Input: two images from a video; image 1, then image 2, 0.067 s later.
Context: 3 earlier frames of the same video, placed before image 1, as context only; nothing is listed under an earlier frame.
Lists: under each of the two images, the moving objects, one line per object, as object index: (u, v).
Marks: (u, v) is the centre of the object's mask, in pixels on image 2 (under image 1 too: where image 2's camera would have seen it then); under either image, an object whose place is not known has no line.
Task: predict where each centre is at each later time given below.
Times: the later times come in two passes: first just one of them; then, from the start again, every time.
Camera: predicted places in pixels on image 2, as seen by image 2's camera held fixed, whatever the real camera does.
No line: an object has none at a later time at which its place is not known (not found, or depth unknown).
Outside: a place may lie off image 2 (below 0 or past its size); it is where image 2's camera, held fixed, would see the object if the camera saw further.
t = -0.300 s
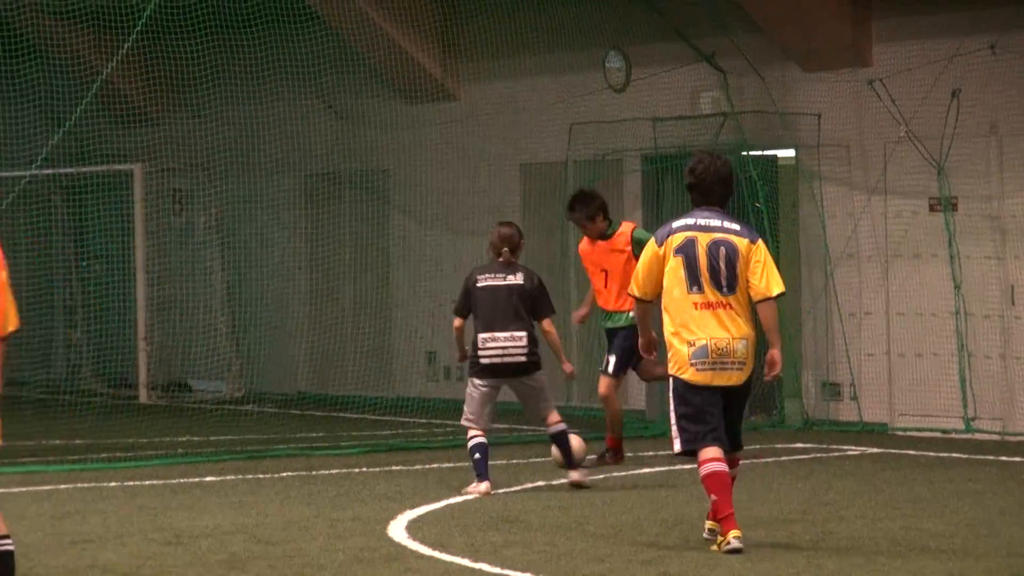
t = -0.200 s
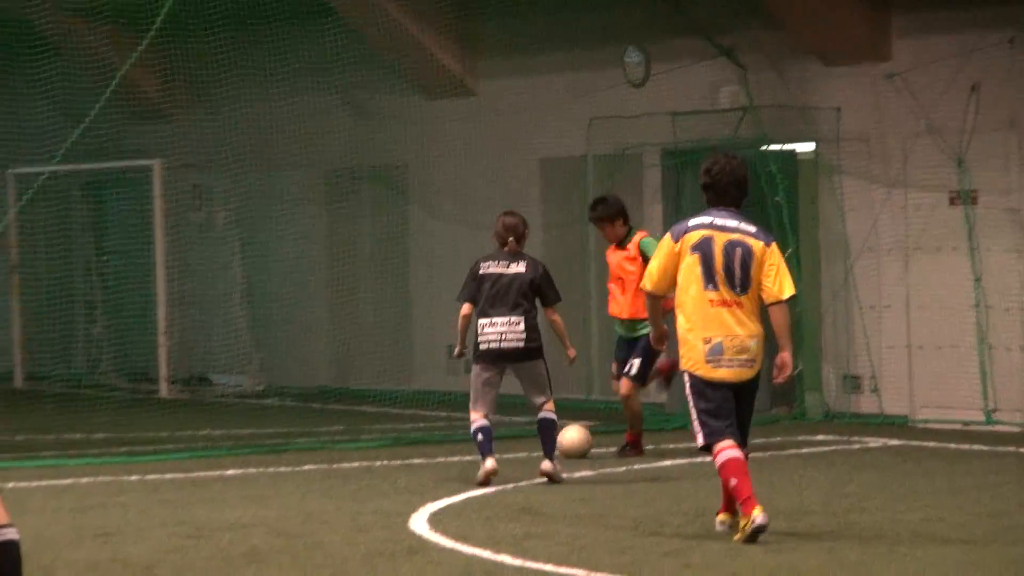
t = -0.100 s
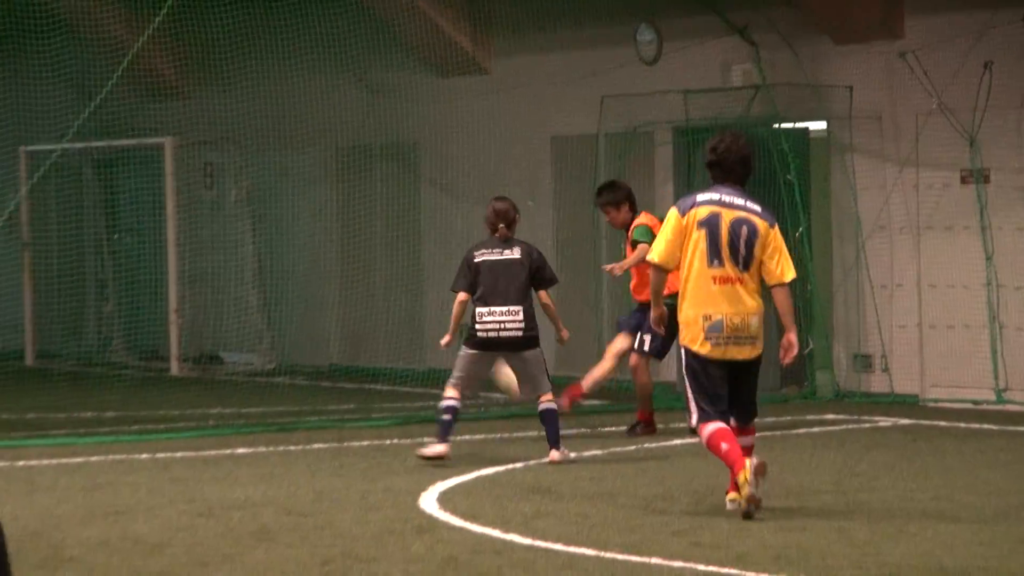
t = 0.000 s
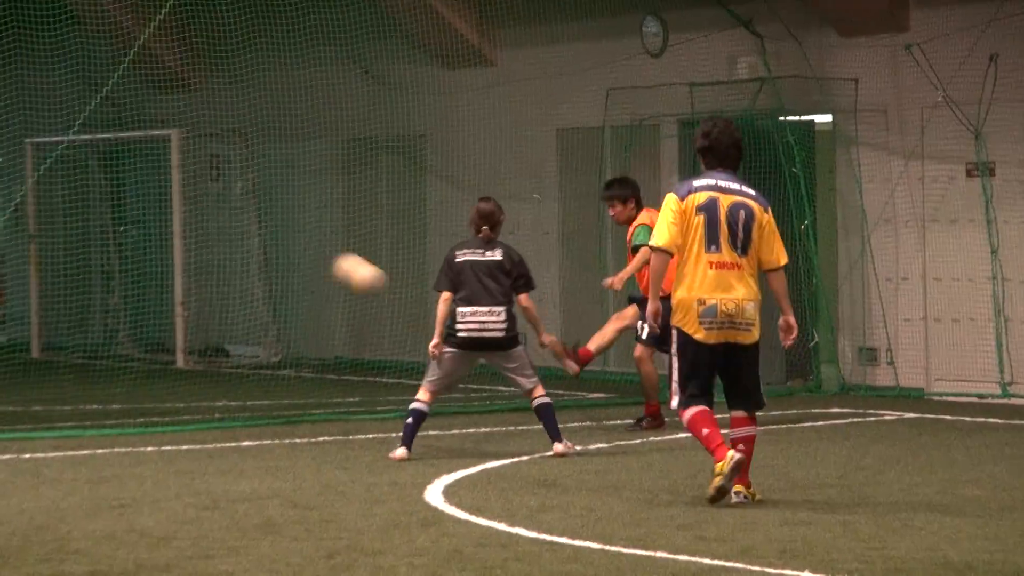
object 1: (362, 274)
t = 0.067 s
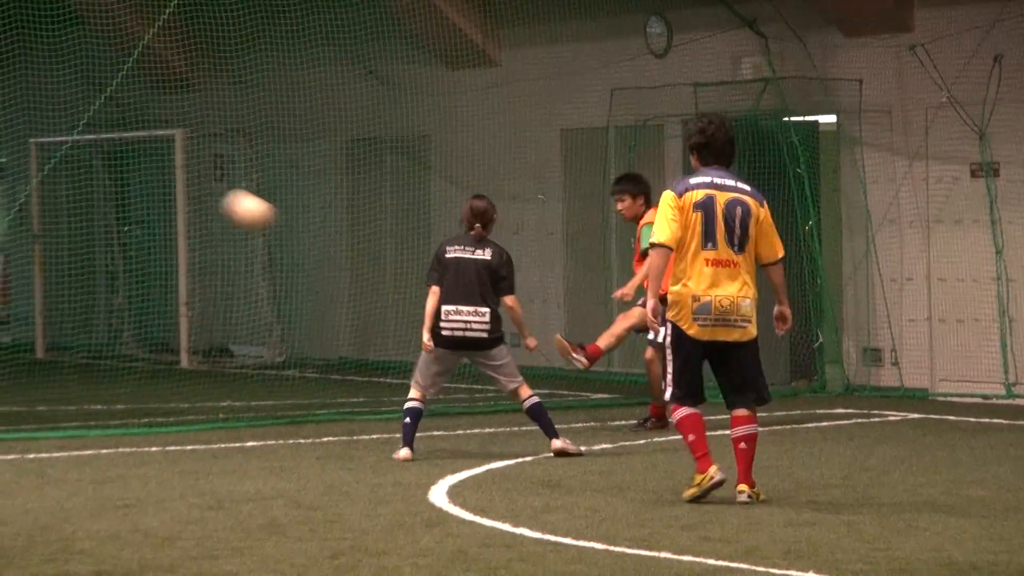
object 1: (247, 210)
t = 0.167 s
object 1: (68, 123)
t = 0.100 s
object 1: (189, 180)
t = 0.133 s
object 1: (130, 151)
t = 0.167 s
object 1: (68, 123)
